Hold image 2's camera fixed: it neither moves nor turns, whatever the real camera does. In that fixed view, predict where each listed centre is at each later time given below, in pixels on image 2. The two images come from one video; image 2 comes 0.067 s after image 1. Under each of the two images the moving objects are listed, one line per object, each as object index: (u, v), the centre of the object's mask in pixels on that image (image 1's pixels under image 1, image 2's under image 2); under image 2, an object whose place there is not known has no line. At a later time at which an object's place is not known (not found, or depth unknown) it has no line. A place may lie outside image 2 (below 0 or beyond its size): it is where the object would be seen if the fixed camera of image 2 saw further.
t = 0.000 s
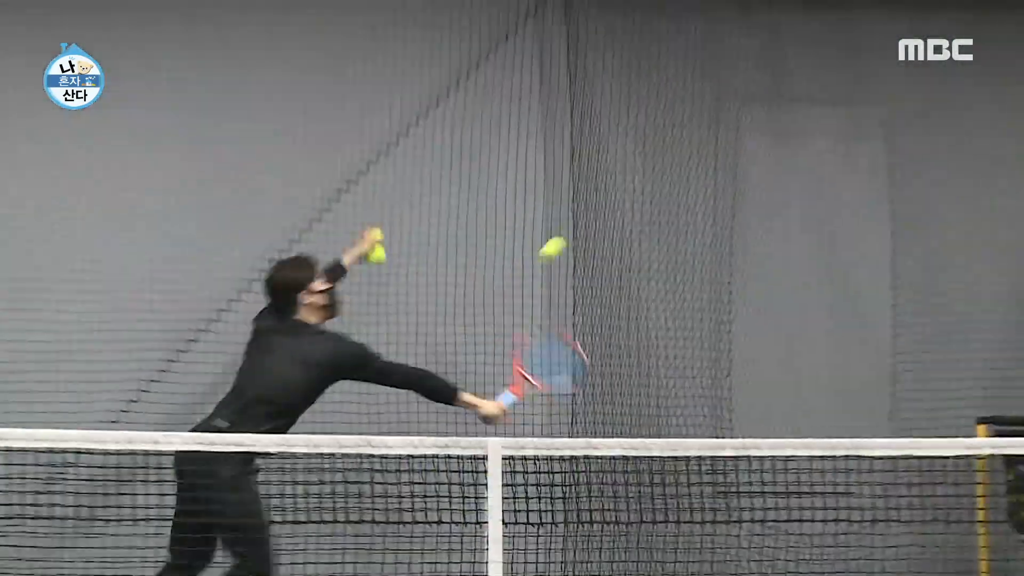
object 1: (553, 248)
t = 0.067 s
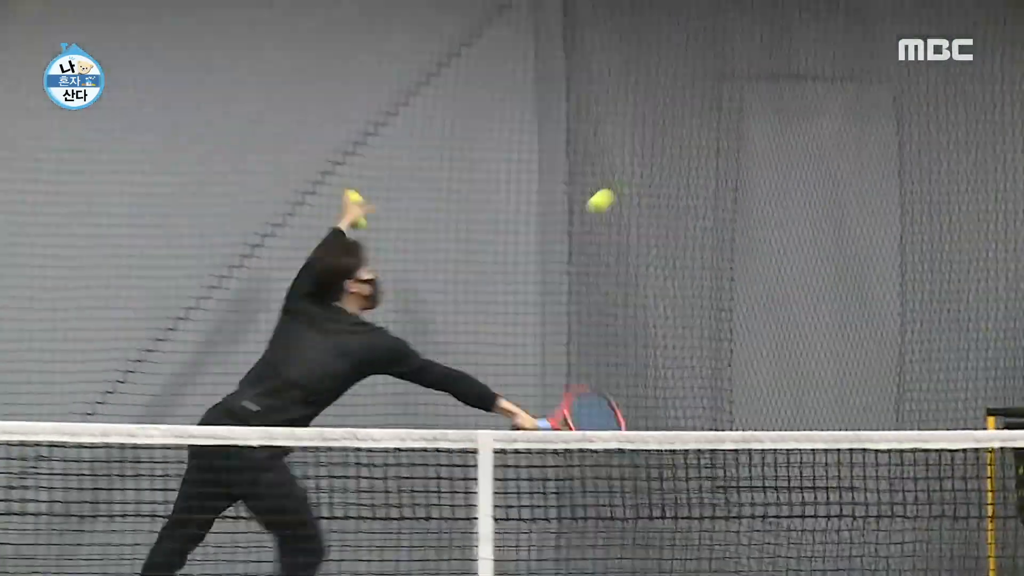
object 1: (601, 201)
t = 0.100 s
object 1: (629, 189)
